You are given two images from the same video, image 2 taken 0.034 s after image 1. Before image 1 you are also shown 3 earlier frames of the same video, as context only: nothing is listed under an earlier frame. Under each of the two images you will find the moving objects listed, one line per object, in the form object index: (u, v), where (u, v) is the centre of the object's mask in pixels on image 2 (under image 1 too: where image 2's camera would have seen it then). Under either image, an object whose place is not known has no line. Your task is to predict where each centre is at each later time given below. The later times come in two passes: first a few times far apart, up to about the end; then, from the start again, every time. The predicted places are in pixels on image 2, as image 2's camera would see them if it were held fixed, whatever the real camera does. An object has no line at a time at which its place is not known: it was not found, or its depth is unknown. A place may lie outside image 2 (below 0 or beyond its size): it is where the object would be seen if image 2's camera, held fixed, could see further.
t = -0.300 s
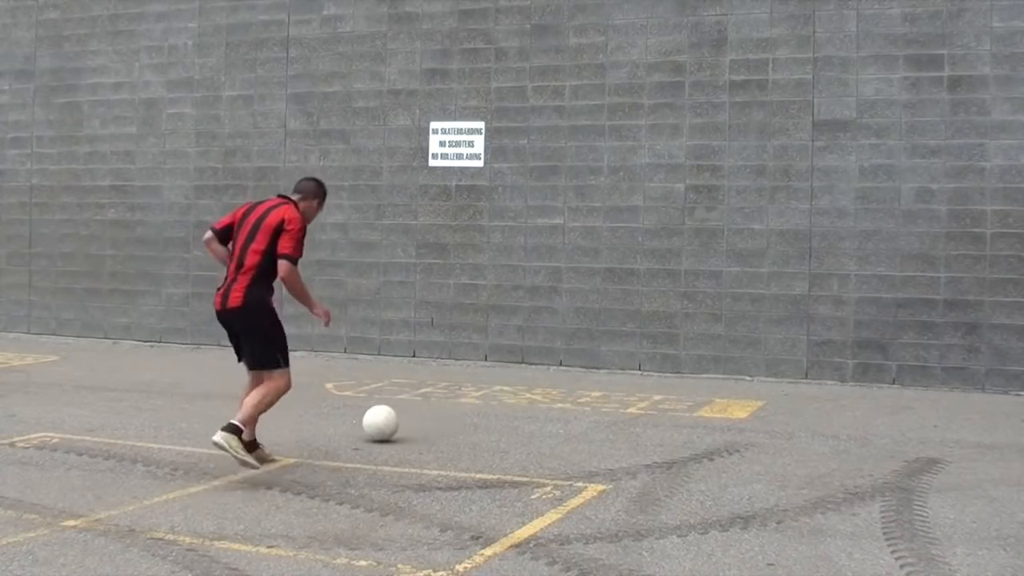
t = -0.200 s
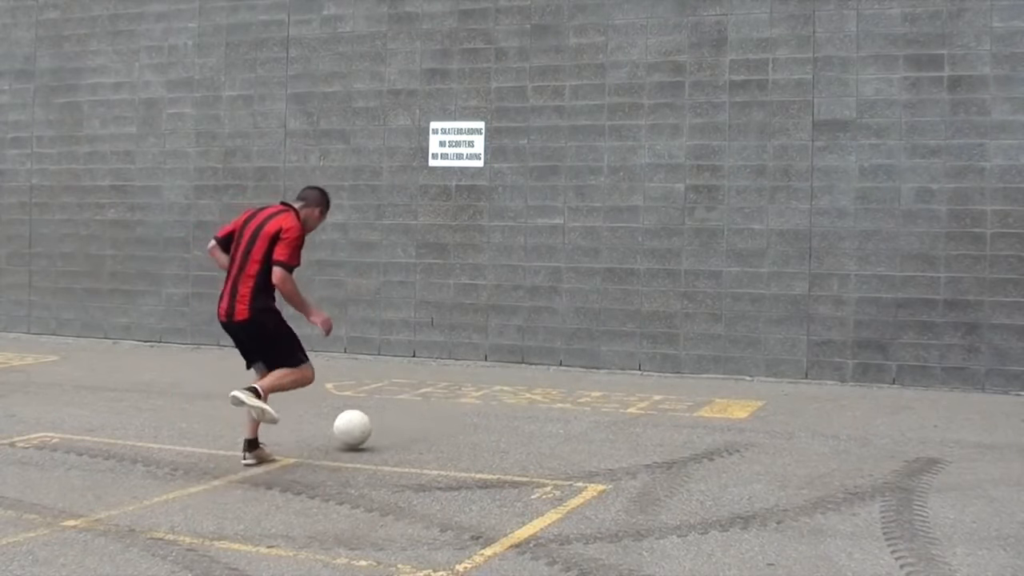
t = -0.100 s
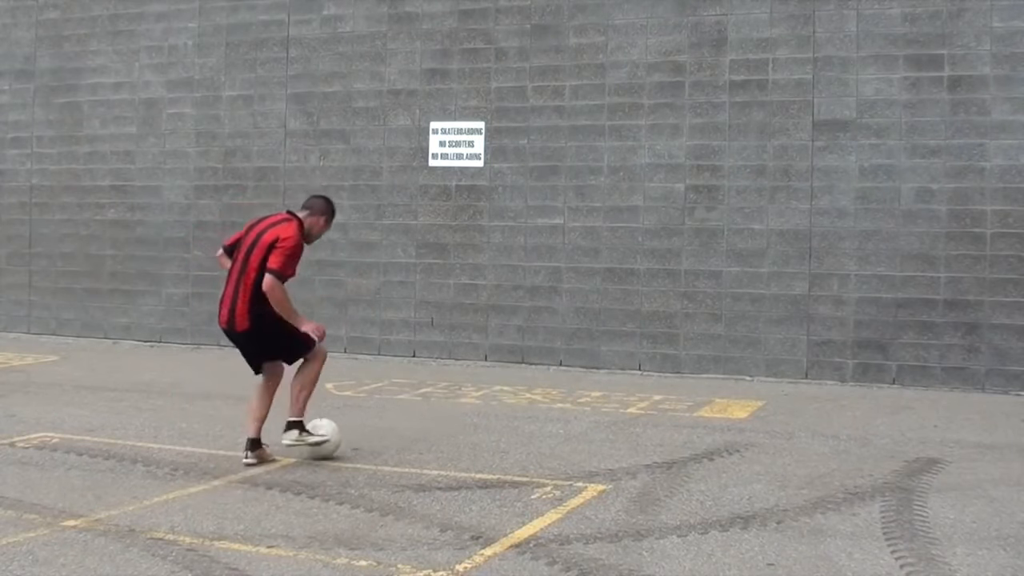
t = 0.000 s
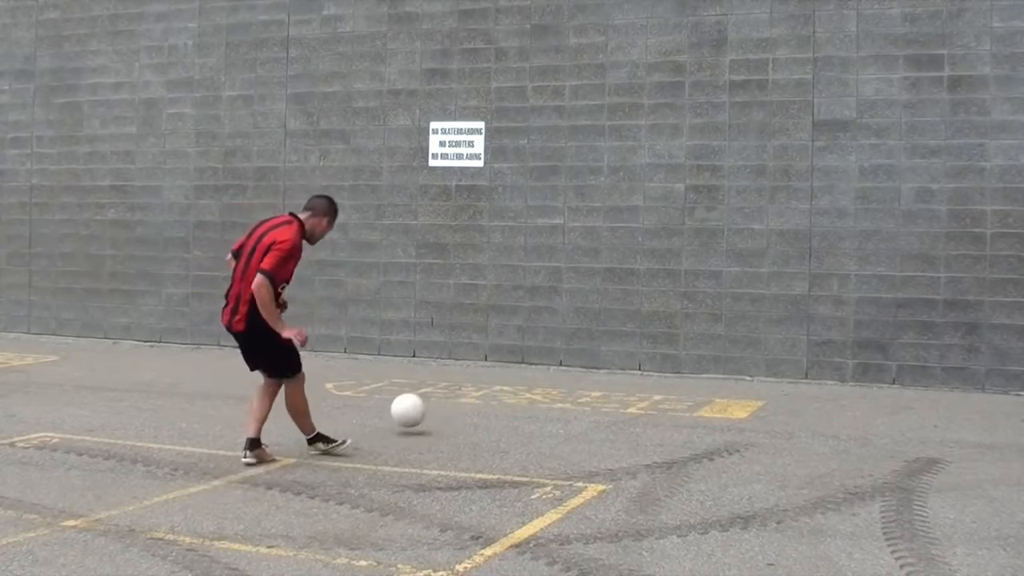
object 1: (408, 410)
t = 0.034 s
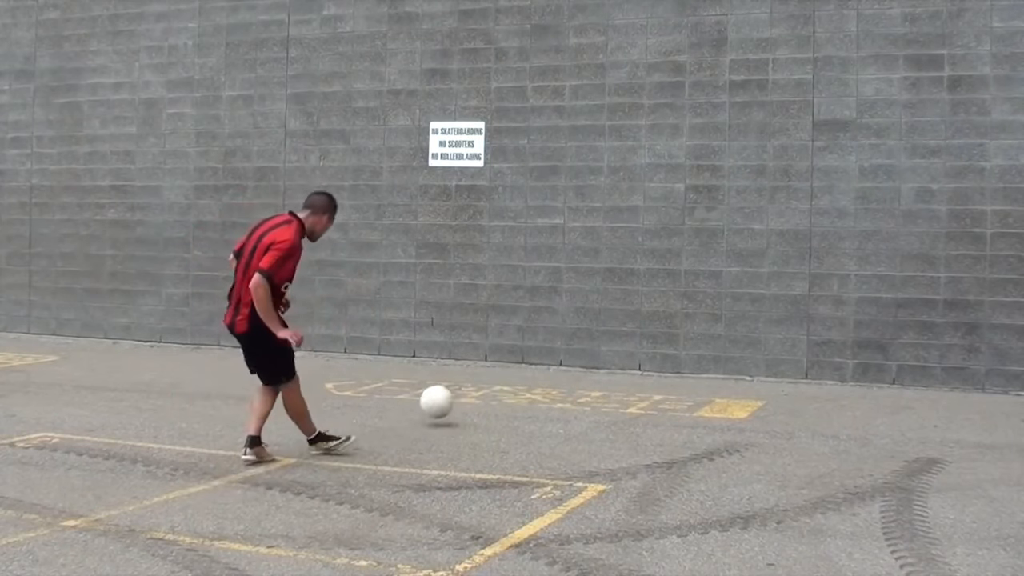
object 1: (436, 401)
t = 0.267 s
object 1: (569, 368)
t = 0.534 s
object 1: (591, 326)
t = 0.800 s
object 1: (528, 308)
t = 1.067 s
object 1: (443, 380)
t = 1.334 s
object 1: (386, 364)
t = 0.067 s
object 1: (462, 395)
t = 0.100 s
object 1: (485, 392)
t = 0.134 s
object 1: (507, 390)
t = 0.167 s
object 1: (525, 385)
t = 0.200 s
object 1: (541, 377)
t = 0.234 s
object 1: (555, 372)
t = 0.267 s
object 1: (569, 368)
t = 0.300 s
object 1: (581, 365)
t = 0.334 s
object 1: (593, 365)
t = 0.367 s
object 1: (604, 366)
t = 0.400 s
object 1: (613, 361)
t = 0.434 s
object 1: (610, 350)
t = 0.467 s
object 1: (604, 341)
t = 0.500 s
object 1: (597, 333)
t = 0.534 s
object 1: (591, 326)
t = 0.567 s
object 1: (584, 321)
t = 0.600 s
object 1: (577, 316)
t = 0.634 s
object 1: (570, 311)
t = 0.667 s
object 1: (562, 308)
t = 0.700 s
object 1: (554, 306)
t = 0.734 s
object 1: (546, 305)
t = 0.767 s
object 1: (537, 306)
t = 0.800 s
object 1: (528, 308)
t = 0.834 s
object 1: (519, 311)
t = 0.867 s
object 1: (509, 316)
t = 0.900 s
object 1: (499, 321)
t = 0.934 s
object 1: (489, 329)
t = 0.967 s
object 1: (478, 338)
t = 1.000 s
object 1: (468, 351)
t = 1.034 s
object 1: (456, 365)
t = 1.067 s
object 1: (443, 380)
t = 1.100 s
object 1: (430, 397)
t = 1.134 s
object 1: (417, 416)
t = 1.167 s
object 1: (412, 406)
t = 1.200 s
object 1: (406, 394)
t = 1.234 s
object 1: (402, 384)
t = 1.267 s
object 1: (397, 376)
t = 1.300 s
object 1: (392, 369)
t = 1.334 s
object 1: (386, 364)
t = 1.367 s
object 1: (380, 360)
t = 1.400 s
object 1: (375, 358)
